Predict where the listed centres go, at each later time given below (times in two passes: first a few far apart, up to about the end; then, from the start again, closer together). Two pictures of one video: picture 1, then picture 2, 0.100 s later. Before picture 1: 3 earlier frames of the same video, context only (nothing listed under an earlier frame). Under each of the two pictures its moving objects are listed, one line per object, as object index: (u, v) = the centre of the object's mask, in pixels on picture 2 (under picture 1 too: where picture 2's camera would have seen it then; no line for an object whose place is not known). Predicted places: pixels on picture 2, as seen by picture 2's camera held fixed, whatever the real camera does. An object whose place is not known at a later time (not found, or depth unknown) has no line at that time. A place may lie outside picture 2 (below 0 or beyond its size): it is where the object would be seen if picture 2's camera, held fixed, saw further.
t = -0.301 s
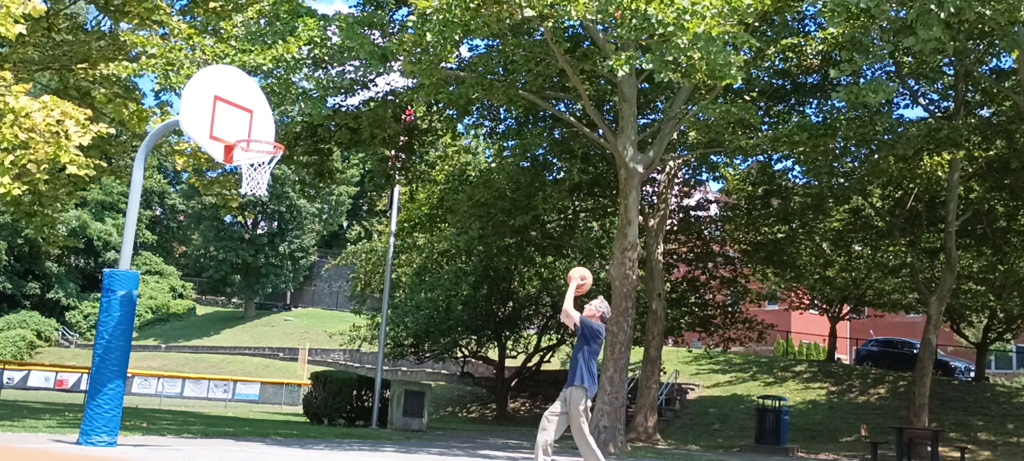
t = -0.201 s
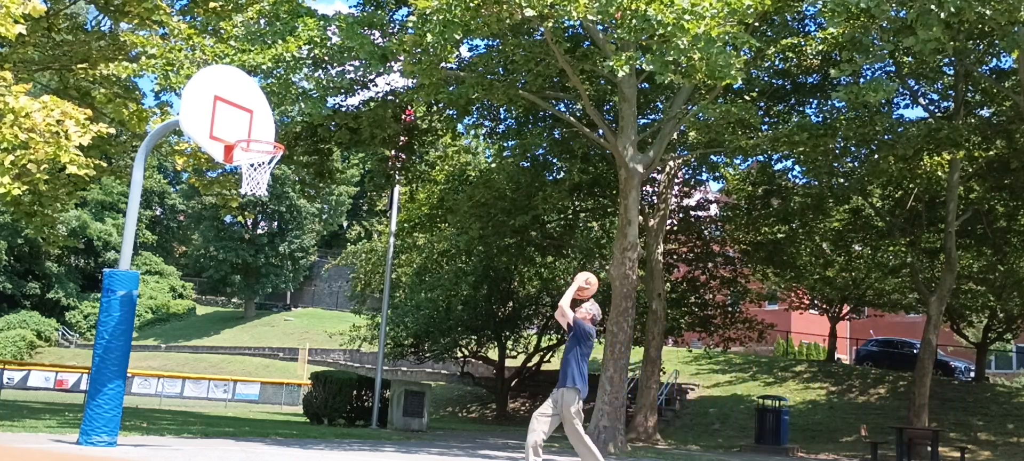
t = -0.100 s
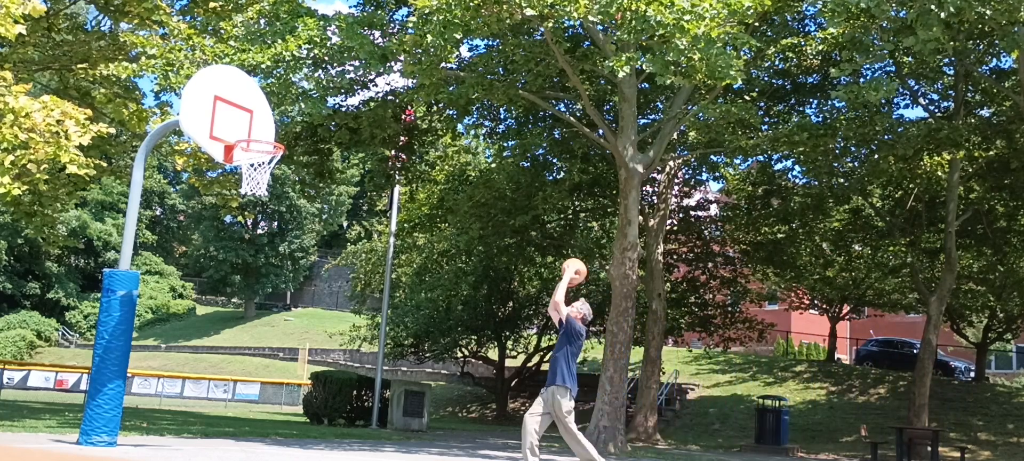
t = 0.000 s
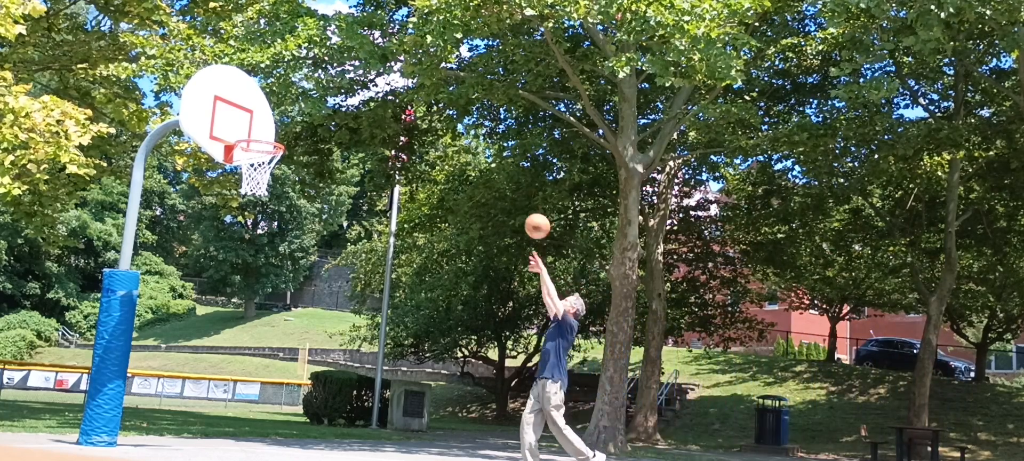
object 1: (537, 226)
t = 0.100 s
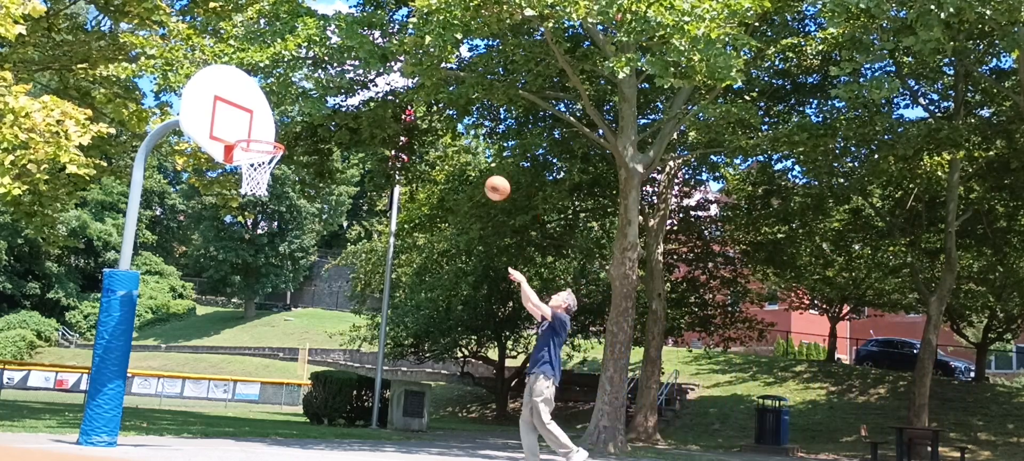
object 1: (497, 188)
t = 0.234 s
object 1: (444, 153)
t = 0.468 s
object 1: (347, 132)
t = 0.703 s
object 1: (316, 143)
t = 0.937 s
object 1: (382, 182)
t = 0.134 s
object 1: (484, 178)
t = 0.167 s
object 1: (471, 168)
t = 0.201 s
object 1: (457, 160)
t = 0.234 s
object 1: (444, 153)
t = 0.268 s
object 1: (430, 147)
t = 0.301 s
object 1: (417, 141)
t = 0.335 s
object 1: (403, 137)
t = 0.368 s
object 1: (389, 134)
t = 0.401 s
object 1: (375, 132)
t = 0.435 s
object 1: (361, 131)
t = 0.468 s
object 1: (347, 132)
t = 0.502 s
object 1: (333, 132)
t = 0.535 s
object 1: (319, 135)
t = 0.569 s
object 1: (304, 138)
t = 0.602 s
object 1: (290, 142)
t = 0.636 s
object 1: (297, 142)
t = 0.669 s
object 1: (306, 142)
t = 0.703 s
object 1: (316, 143)
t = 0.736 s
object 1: (325, 145)
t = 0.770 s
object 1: (335, 148)
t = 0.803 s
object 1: (345, 152)
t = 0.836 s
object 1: (354, 158)
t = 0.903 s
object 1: (373, 173)
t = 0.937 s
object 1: (382, 182)
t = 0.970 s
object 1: (392, 192)
